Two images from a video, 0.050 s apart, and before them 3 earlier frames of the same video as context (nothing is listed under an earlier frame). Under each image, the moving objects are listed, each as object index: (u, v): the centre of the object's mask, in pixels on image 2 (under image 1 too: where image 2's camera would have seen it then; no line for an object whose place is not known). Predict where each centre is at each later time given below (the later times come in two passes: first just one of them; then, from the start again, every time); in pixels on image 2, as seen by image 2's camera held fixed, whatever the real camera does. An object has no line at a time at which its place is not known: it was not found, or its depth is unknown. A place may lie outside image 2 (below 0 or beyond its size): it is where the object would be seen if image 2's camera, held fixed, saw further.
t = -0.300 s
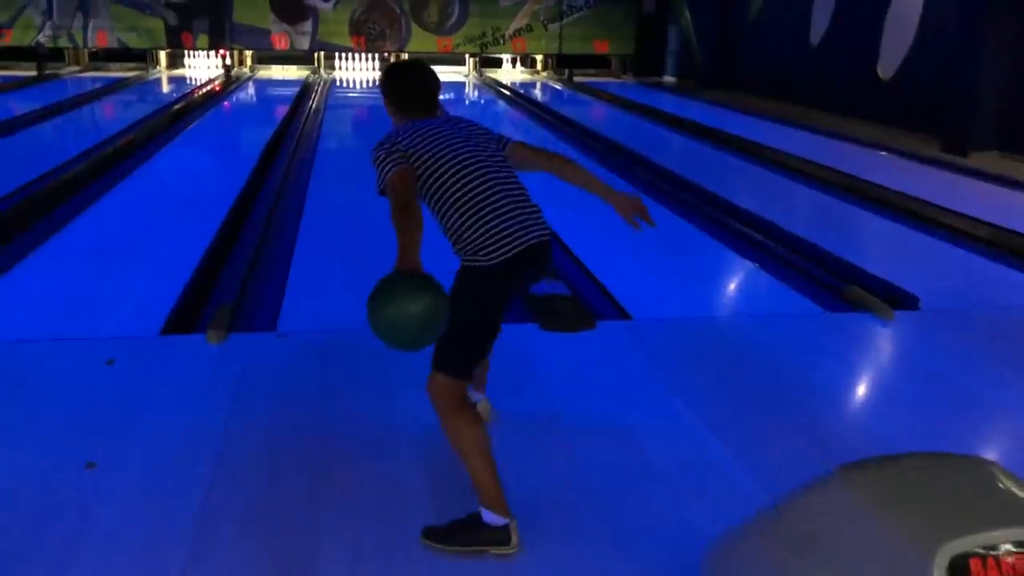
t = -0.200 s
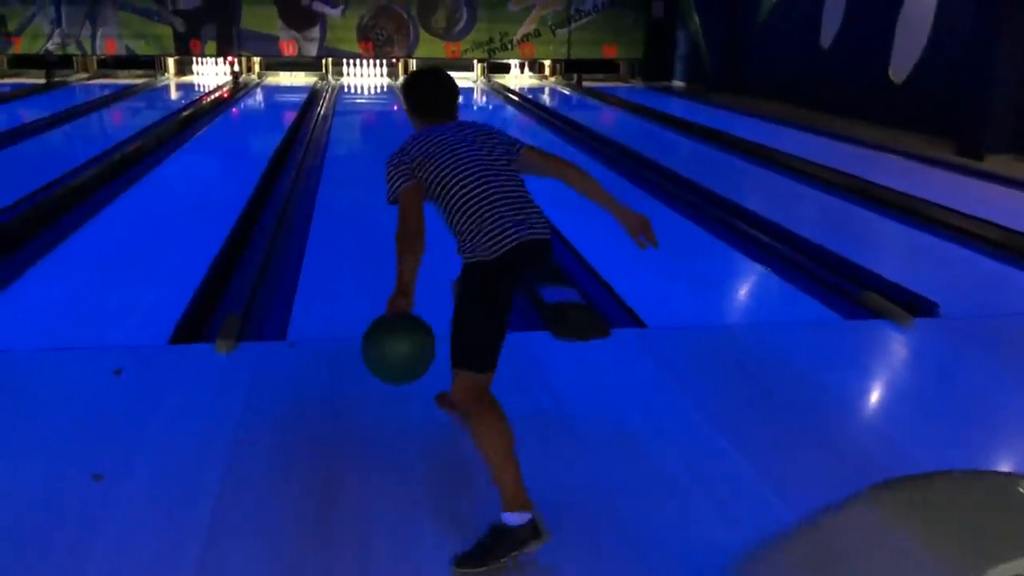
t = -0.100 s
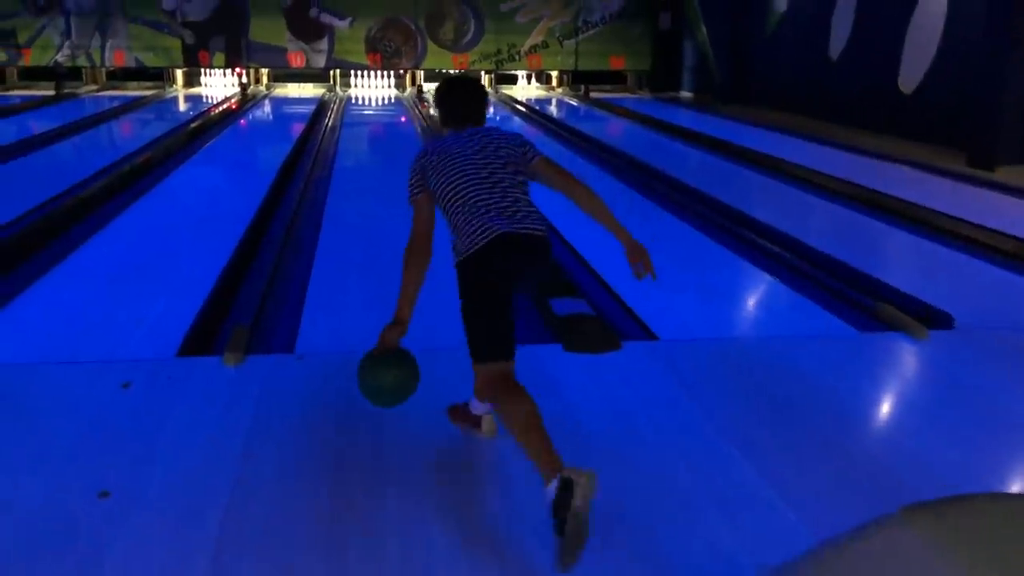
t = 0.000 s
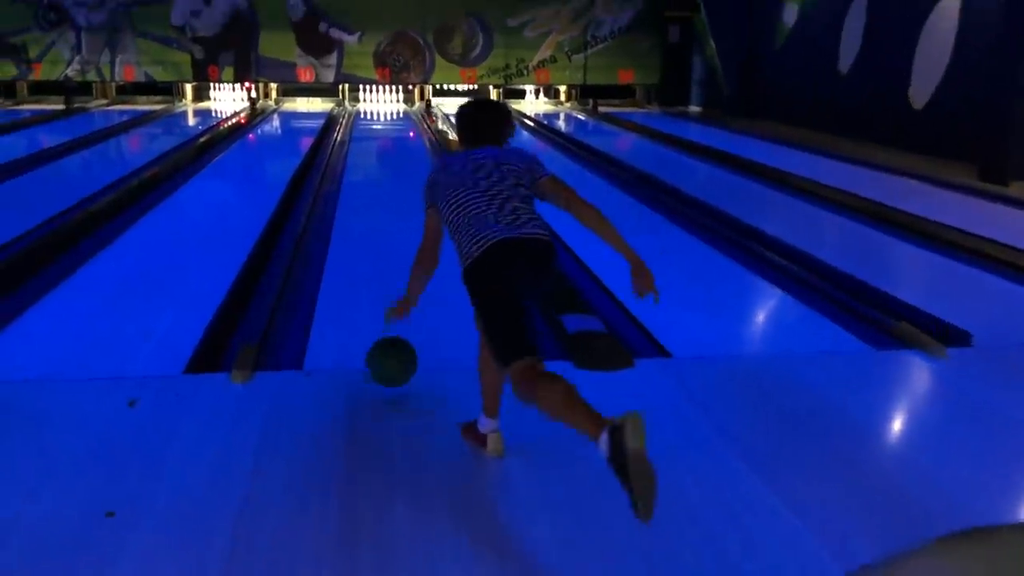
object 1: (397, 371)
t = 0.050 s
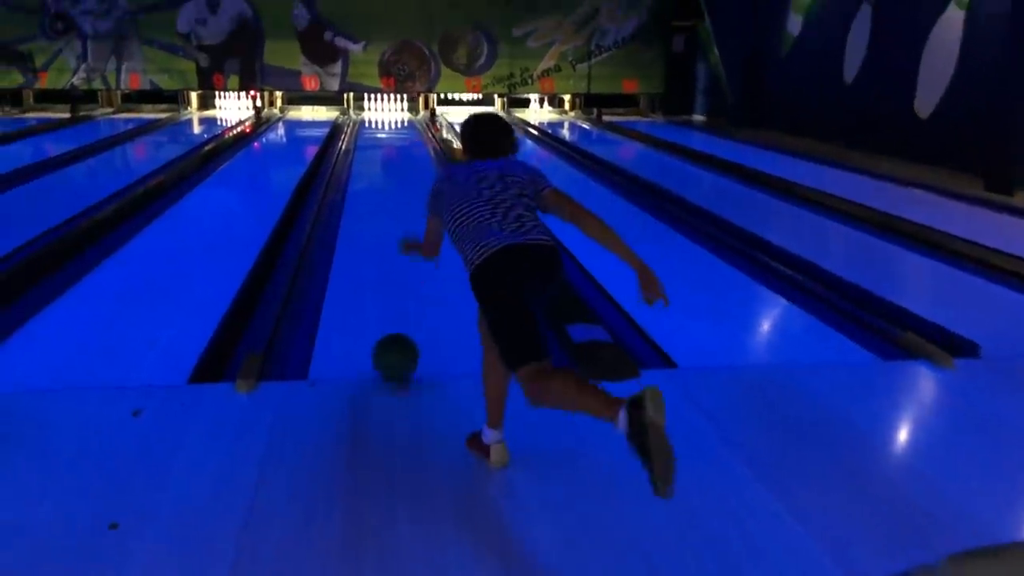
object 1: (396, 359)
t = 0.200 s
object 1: (393, 298)
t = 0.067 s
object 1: (395, 355)
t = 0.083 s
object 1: (395, 344)
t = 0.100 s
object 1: (395, 336)
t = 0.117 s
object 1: (395, 328)
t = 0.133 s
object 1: (394, 320)
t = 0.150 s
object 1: (394, 314)
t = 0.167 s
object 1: (393, 309)
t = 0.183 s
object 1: (393, 304)
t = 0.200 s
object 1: (393, 298)
